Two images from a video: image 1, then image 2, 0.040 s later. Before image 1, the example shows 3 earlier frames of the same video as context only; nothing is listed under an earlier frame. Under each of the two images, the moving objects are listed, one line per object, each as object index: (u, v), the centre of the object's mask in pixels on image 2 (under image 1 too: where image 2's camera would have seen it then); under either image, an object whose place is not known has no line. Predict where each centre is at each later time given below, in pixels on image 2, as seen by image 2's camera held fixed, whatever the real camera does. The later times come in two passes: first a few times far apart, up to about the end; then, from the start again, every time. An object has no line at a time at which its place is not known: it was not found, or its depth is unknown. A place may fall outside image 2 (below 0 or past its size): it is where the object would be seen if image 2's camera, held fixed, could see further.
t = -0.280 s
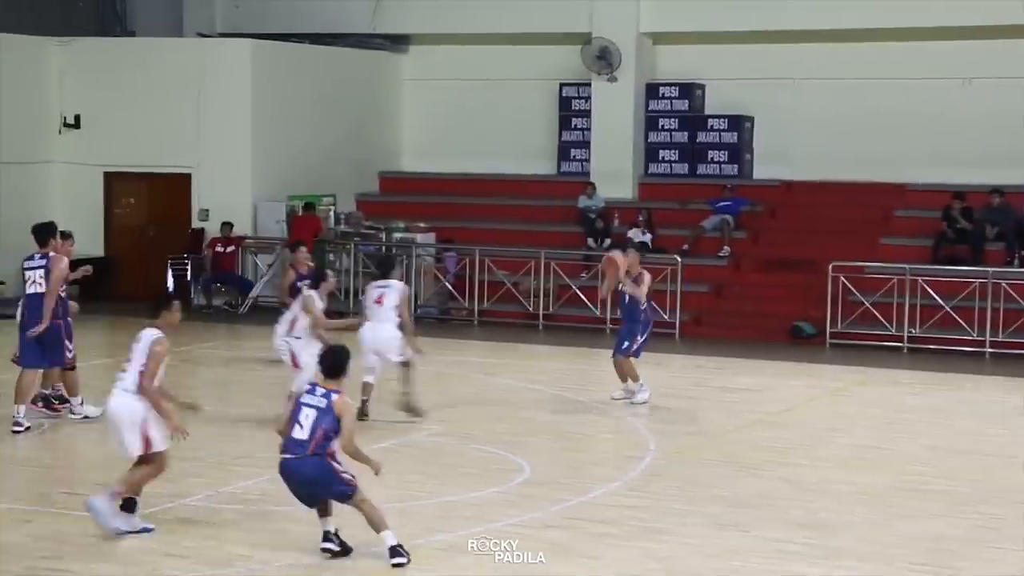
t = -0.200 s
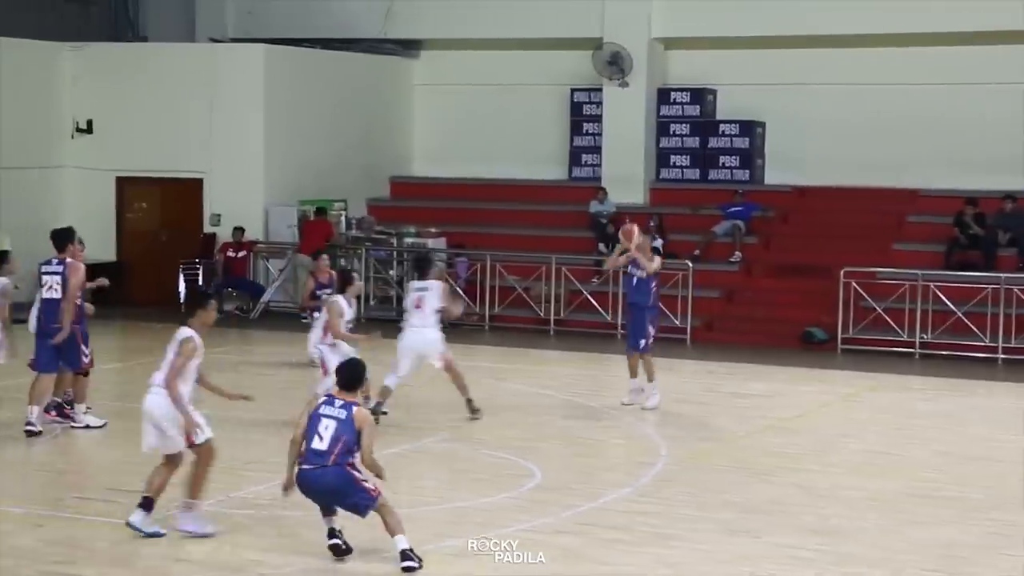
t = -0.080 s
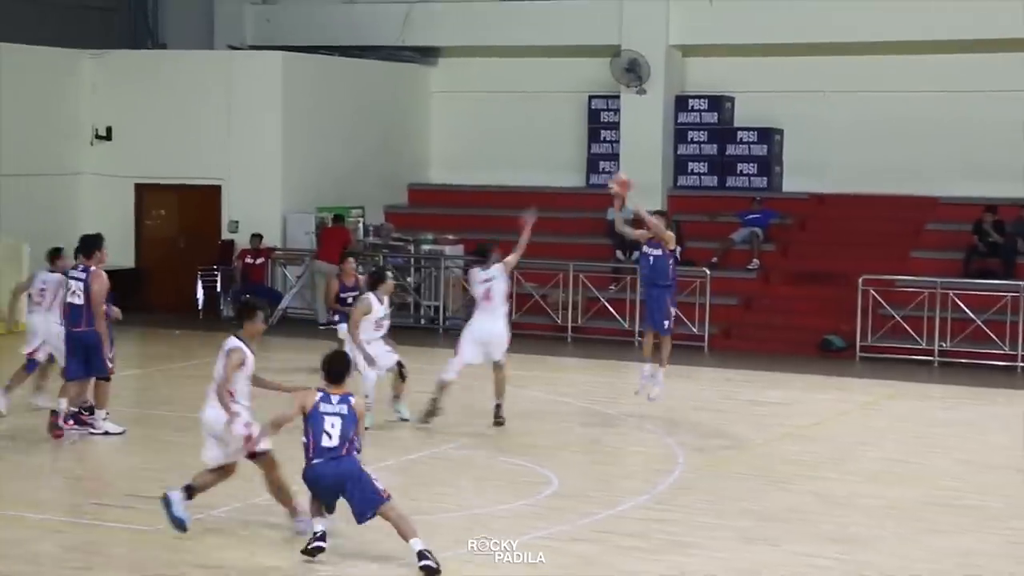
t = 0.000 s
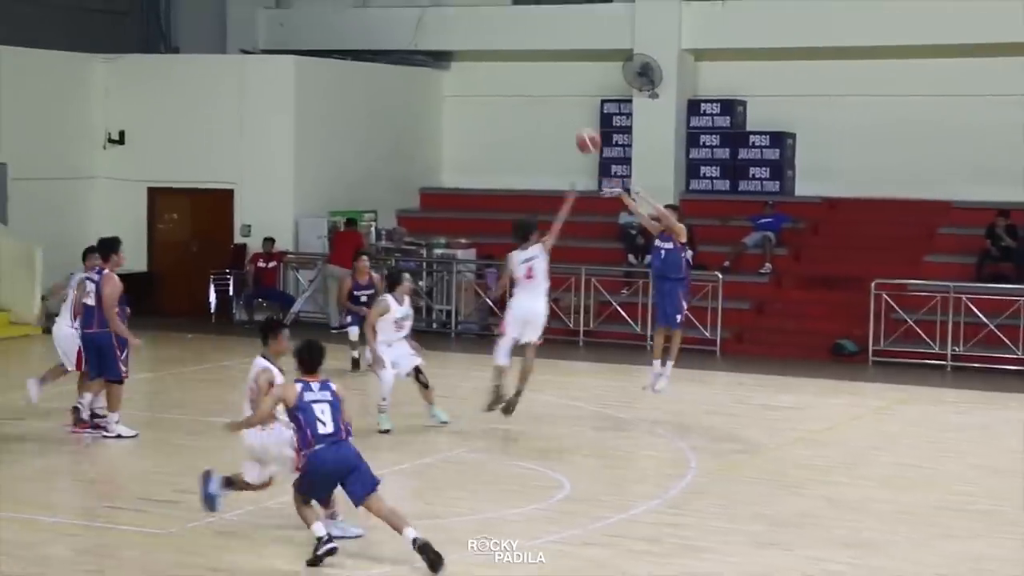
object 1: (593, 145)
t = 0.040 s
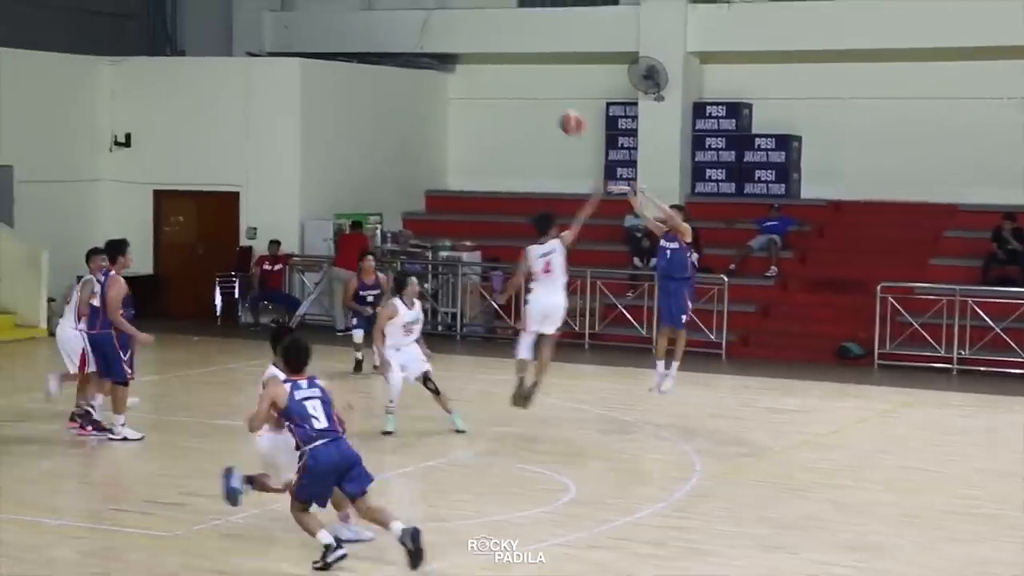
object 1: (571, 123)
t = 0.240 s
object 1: (457, 38)
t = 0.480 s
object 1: (314, -16)
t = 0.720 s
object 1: (165, -13)
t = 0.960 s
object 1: (6, 54)
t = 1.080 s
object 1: (-72, 109)
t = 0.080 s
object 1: (548, 103)
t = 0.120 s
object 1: (526, 84)
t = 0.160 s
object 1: (504, 67)
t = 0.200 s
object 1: (481, 51)
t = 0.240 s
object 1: (457, 38)
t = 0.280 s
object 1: (433, 24)
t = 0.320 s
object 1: (410, 12)
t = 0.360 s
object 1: (387, 3)
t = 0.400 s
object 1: (363, -5)
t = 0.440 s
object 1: (338, -12)
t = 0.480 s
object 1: (314, -16)
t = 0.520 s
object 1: (289, -19)
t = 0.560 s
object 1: (266, -21)
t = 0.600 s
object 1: (240, -22)
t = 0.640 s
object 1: (215, -21)
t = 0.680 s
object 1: (188, -17)
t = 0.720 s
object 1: (165, -13)
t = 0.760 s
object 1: (140, -7)
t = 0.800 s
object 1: (114, 2)
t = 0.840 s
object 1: (86, 13)
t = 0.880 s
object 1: (60, 24)
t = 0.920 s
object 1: (34, 38)
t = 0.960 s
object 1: (6, 54)
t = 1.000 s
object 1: (-20, 71)
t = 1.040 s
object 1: (-46, 89)
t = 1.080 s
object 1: (-72, 109)
